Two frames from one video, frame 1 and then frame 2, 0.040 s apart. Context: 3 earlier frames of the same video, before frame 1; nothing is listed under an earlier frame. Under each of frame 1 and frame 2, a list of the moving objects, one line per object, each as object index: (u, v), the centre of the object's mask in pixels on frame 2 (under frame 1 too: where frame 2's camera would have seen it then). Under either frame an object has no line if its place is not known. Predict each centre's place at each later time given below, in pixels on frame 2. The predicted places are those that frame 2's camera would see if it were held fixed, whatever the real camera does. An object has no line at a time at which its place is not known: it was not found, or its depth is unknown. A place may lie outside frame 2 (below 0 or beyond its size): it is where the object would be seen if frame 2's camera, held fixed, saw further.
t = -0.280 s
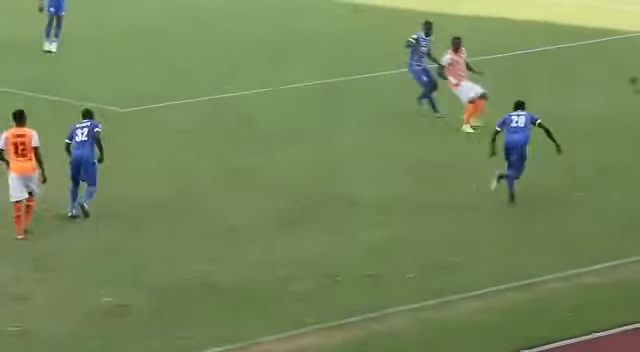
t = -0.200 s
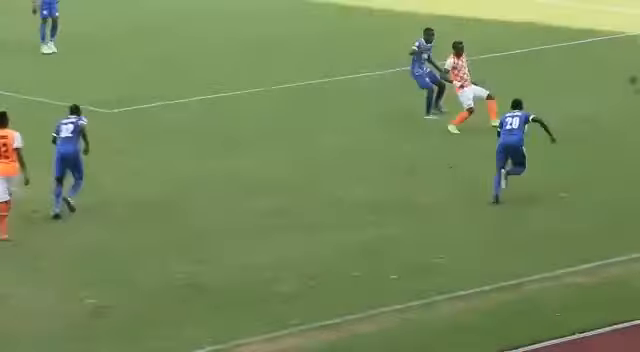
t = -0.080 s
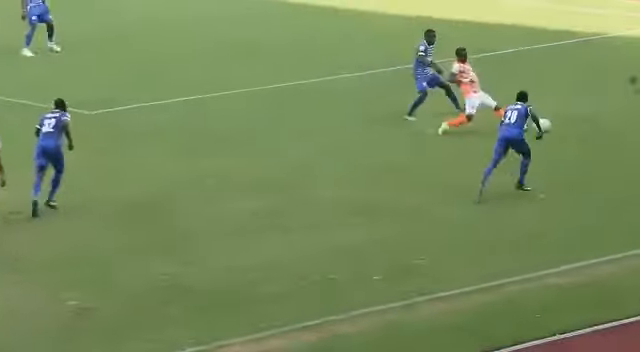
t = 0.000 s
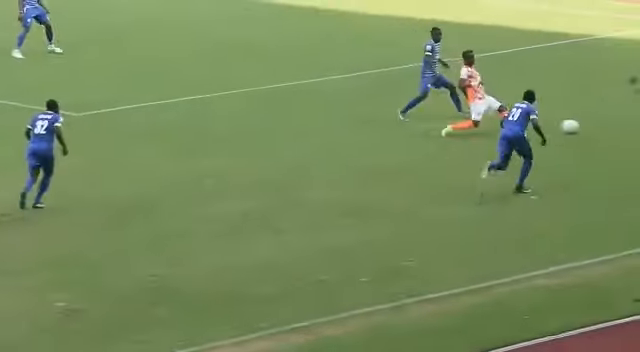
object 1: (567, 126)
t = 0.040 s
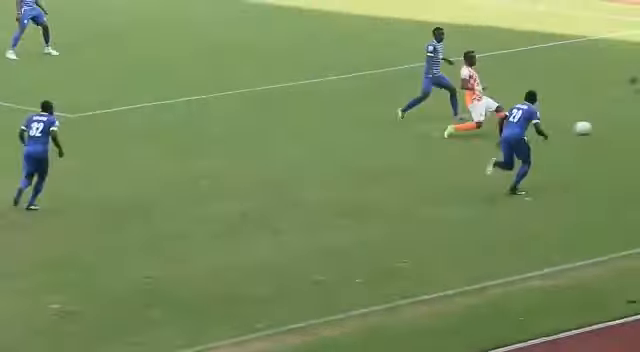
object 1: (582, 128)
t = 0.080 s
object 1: (597, 128)
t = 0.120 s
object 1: (611, 128)
